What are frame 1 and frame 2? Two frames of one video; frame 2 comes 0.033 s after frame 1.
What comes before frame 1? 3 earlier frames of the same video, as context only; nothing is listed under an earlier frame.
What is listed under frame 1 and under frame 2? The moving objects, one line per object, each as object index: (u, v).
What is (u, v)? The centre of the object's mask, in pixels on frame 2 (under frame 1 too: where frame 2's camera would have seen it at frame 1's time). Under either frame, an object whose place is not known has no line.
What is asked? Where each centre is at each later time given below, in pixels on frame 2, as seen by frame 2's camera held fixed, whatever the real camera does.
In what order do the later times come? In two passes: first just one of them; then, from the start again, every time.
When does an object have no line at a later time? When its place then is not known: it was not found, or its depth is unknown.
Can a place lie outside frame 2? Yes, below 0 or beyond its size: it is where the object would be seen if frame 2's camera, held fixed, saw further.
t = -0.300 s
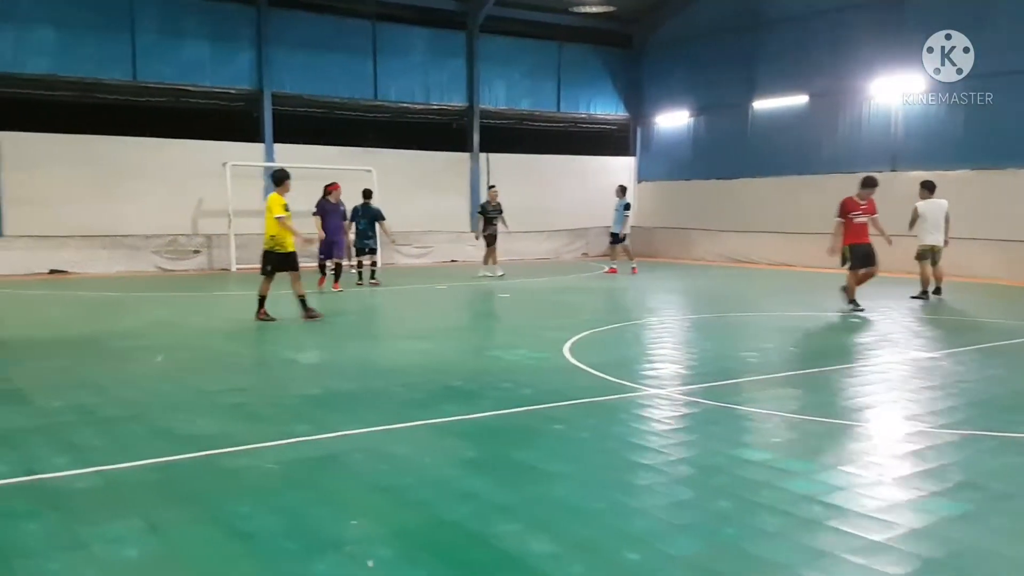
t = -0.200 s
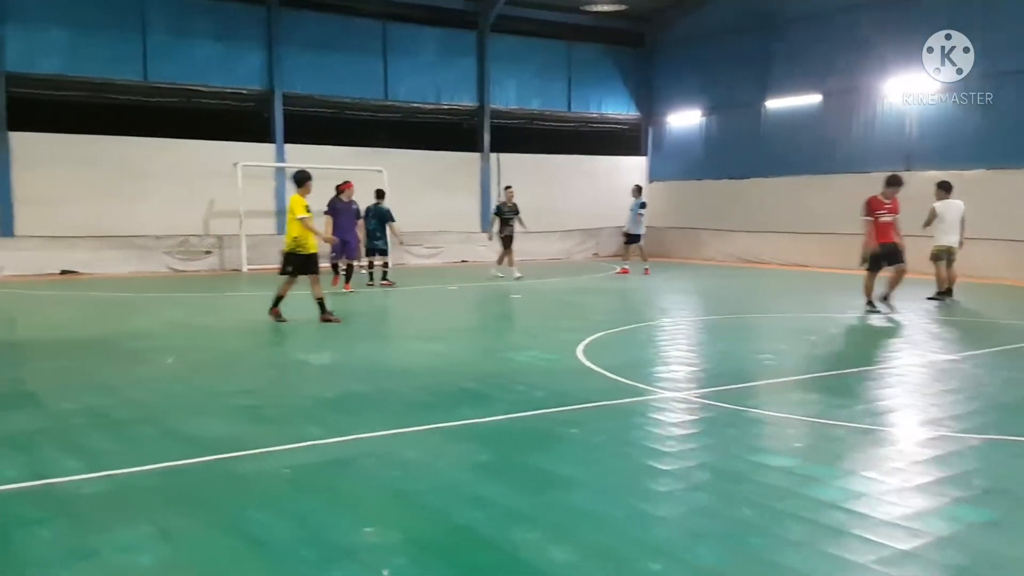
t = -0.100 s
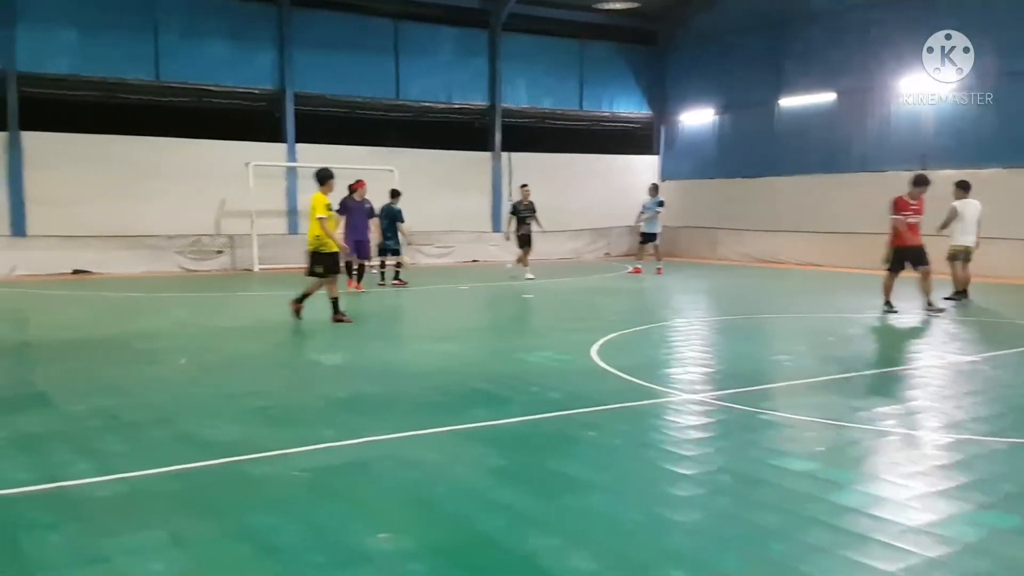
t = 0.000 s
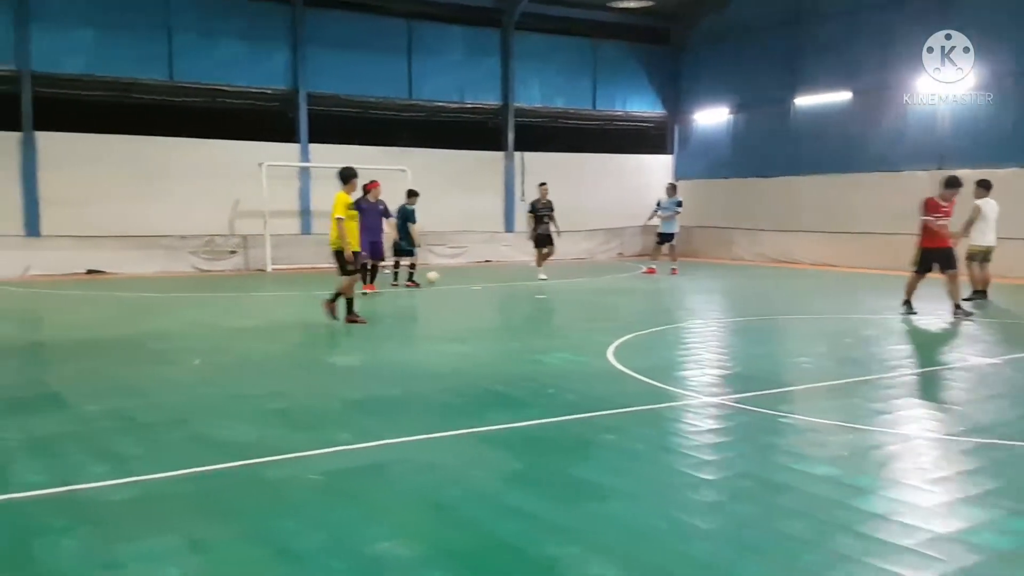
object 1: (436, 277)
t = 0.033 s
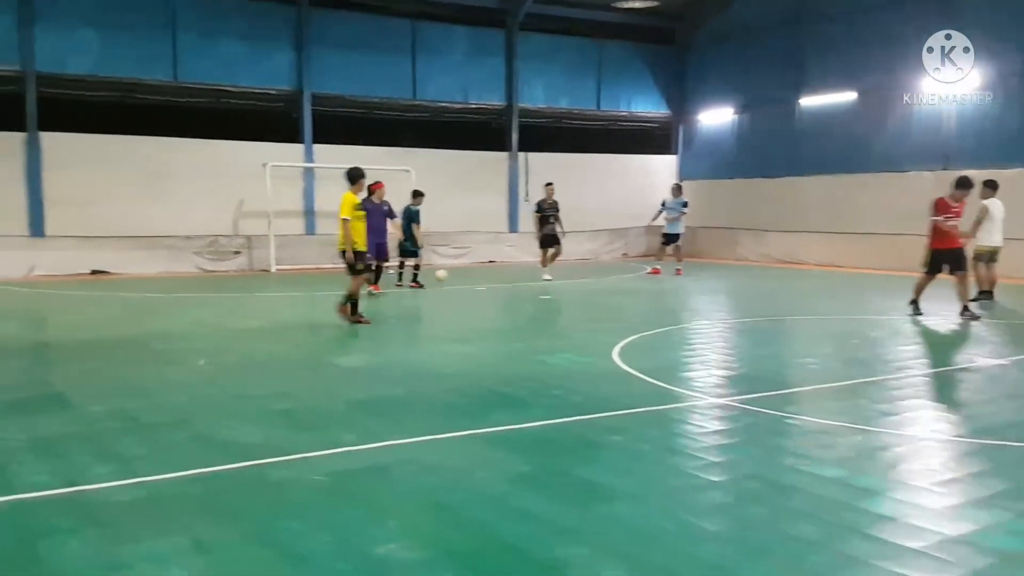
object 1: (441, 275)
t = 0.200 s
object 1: (463, 272)
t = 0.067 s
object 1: (445, 274)
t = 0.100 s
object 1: (450, 272)
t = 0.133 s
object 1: (454, 271)
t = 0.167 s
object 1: (459, 270)
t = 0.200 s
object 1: (463, 272)
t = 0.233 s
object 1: (468, 274)
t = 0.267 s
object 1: (473, 275)
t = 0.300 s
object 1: (477, 278)
